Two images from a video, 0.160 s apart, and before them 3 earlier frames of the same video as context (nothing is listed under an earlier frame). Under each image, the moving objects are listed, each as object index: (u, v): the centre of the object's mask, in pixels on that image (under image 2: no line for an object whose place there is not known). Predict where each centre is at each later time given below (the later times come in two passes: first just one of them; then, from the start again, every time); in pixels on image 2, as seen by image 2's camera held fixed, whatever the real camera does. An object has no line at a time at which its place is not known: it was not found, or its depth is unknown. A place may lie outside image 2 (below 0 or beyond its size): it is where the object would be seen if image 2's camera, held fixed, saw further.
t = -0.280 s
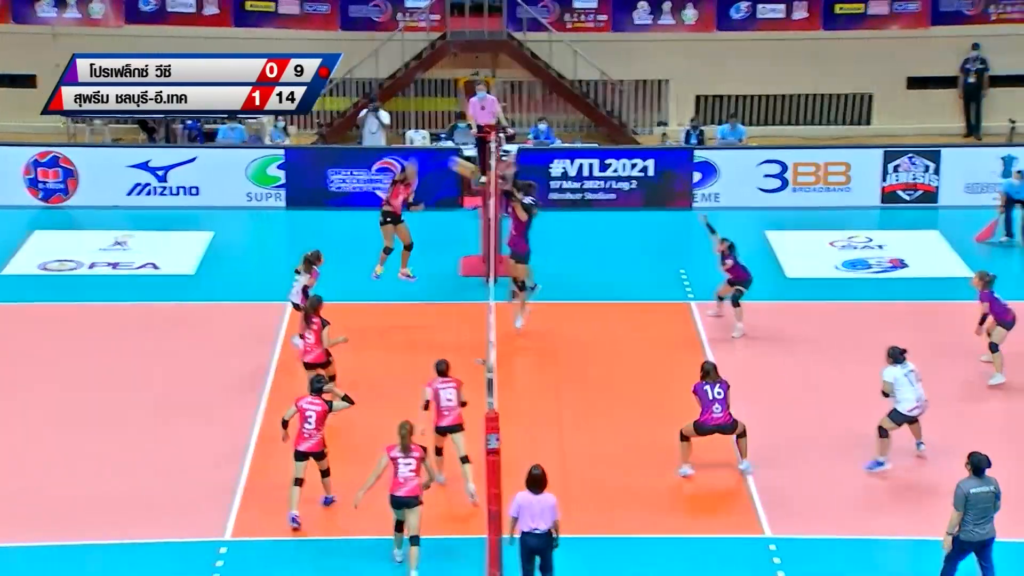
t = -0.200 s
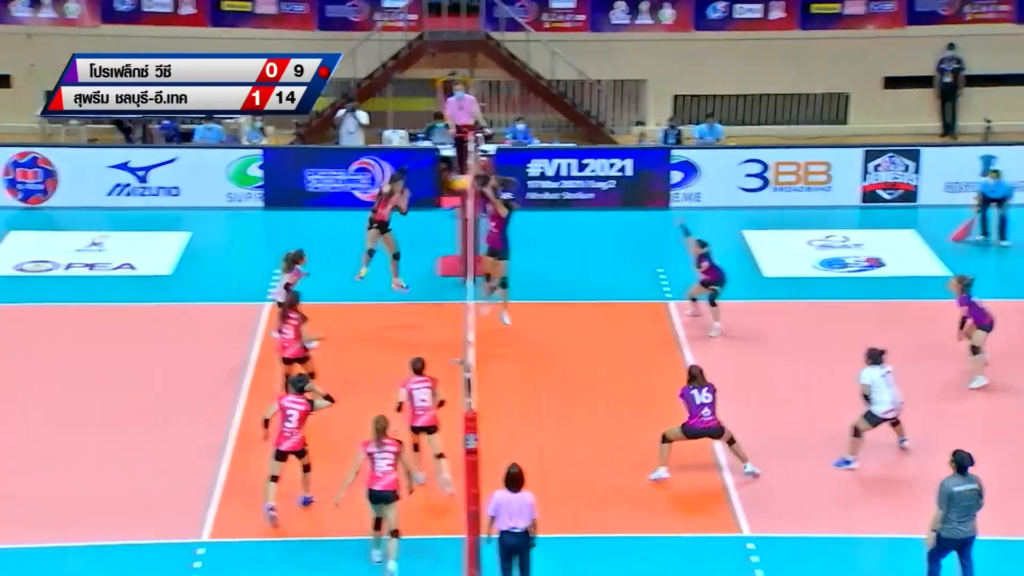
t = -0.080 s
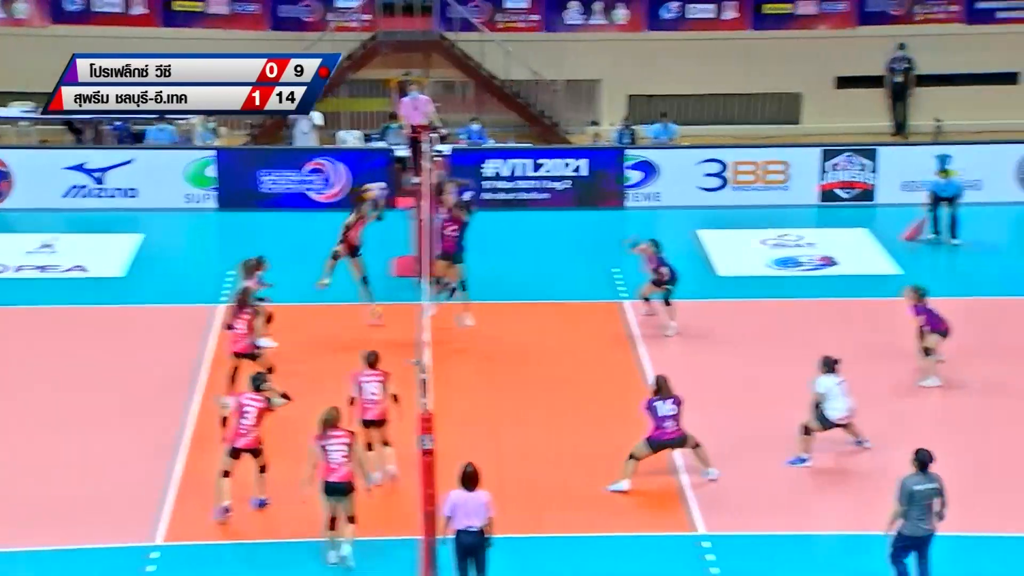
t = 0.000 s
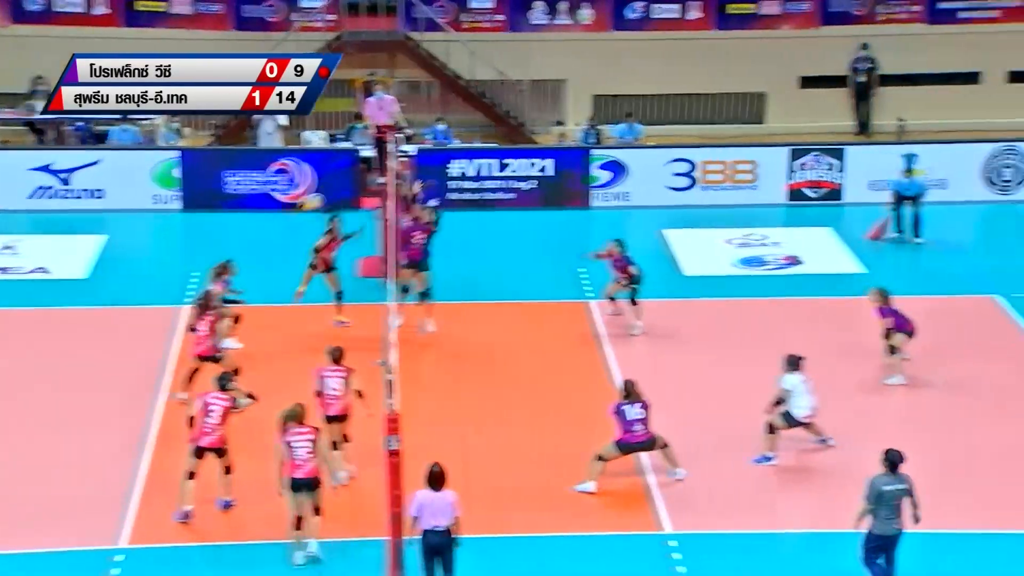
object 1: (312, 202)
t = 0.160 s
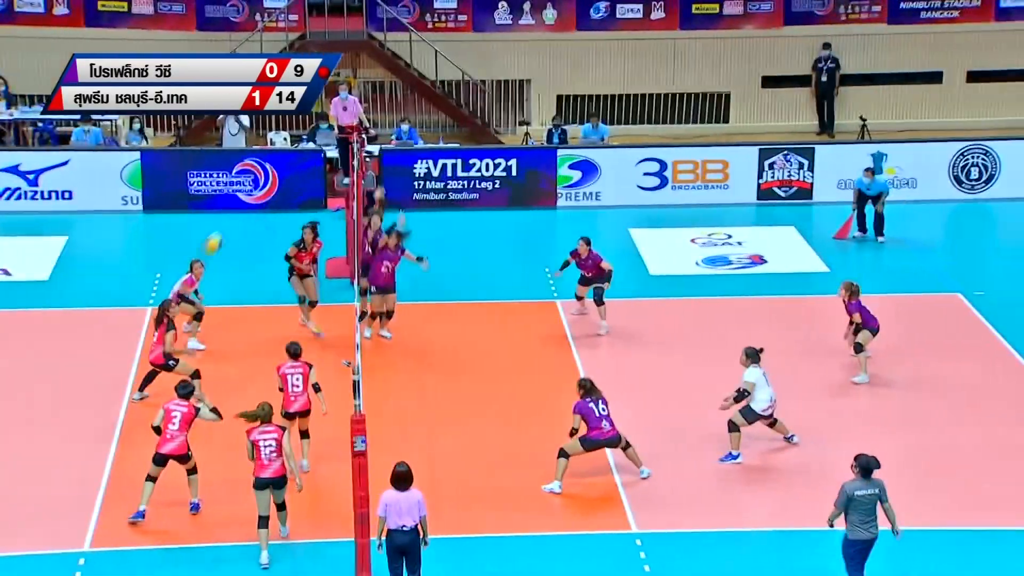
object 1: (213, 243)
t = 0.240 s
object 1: (185, 271)
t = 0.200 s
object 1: (199, 255)
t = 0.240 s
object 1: (185, 271)
